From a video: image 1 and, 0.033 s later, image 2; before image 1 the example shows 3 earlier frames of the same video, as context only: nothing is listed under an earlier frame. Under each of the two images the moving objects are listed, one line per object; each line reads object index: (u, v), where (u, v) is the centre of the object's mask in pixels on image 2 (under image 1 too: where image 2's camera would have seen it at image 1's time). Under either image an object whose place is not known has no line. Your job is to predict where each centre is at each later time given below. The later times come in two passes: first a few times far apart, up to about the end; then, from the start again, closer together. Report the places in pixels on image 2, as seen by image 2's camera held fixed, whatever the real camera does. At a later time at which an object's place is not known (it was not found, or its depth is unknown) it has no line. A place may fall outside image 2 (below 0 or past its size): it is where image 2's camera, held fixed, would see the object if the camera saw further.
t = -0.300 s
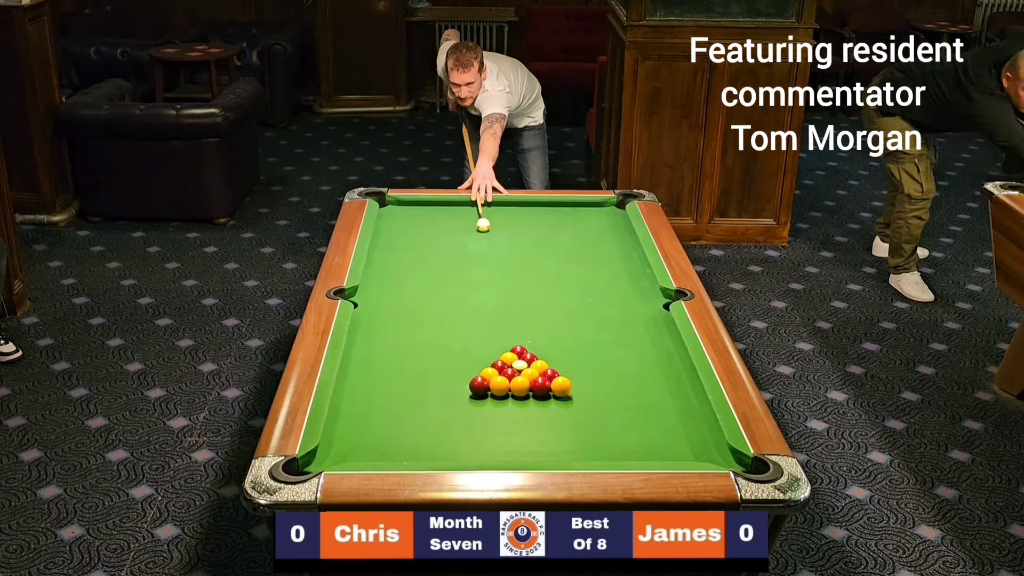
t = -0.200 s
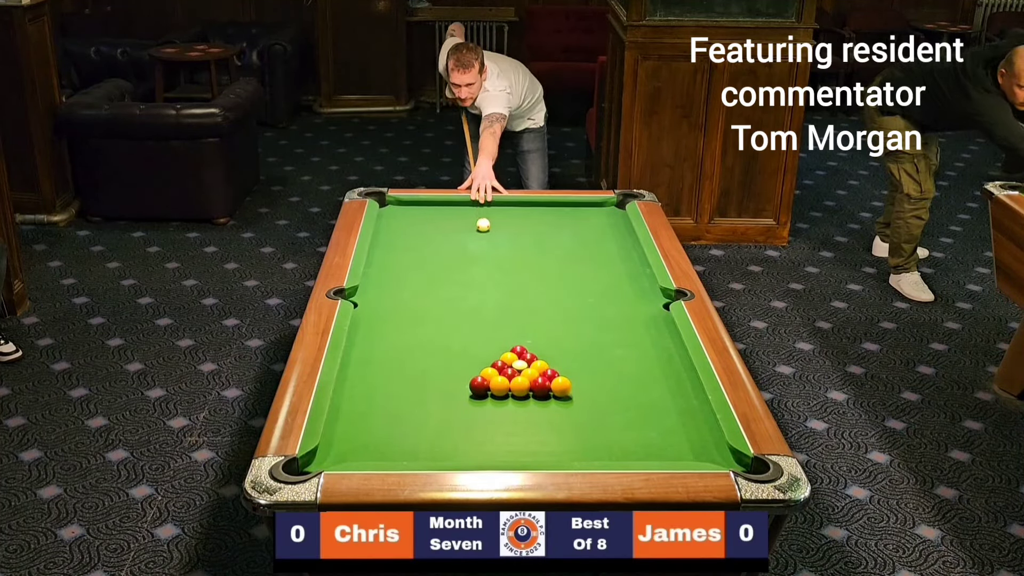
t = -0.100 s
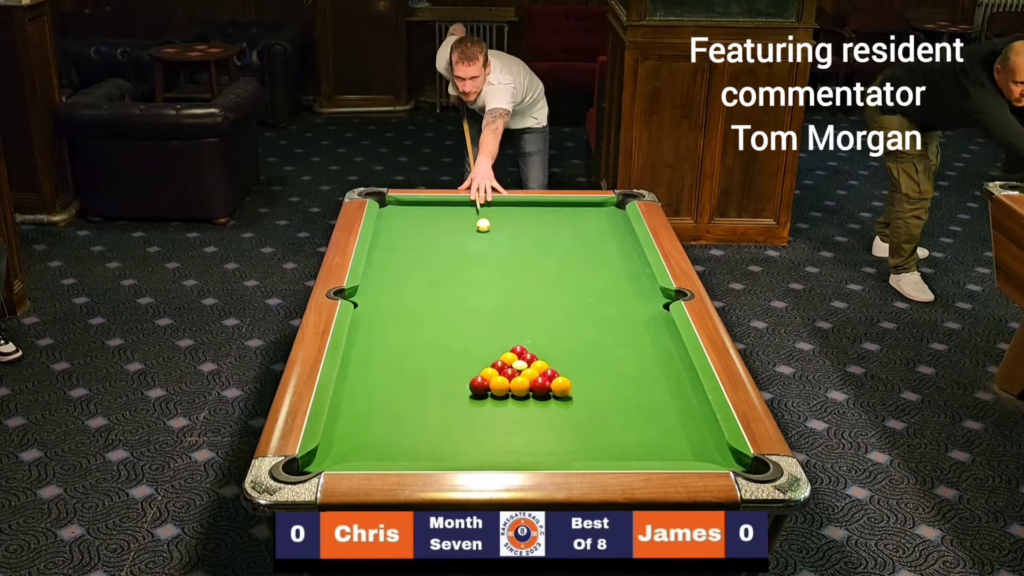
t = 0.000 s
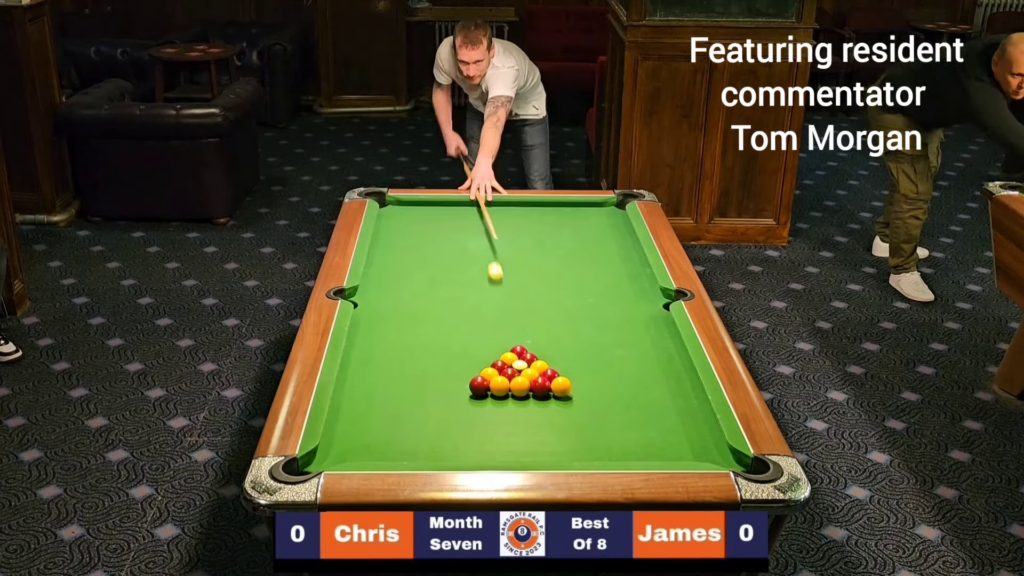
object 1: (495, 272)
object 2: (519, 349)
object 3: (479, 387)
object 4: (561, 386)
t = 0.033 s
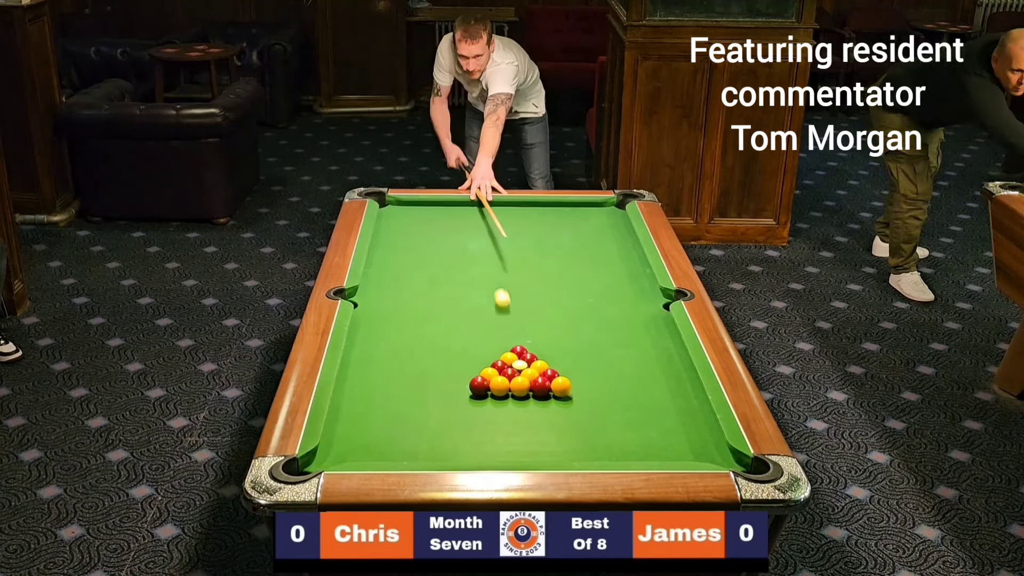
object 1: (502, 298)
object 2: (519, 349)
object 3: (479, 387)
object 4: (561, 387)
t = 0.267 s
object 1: (427, 337)
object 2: (528, 337)
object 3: (414, 436)
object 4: (694, 420)
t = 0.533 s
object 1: (378, 340)
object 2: (539, 313)
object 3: (353, 429)
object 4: (605, 333)
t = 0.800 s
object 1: (425, 350)
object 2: (549, 293)
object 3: (365, 390)
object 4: (527, 271)
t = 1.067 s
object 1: (417, 350)
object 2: (558, 275)
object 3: (401, 358)
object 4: (468, 223)
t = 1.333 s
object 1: (442, 333)
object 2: (565, 260)
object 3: (405, 348)
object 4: (405, 218)
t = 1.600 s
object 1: (465, 318)
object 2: (571, 246)
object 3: (407, 338)
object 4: (415, 246)
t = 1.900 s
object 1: (487, 302)
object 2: (577, 232)
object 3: (409, 329)
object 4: (471, 280)
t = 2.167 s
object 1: (523, 319)
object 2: (582, 222)
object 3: (410, 322)
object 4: (510, 290)
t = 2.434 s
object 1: (564, 326)
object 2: (586, 213)
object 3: (412, 317)
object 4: (543, 293)
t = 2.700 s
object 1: (603, 328)
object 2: (590, 204)
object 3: (413, 313)
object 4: (575, 295)
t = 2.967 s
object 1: (640, 330)
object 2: (596, 209)
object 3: (413, 309)
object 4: (604, 298)
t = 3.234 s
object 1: (668, 332)
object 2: (601, 215)
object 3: (415, 305)
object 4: (631, 297)
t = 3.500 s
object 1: (646, 333)
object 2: (606, 219)
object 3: (415, 305)
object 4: (654, 302)
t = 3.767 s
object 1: (626, 334)
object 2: (611, 224)
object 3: (415, 305)
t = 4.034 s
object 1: (609, 334)
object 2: (615, 227)
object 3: (415, 305)
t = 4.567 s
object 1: (582, 333)
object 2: (621, 233)
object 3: (415, 305)
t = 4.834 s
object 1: (571, 333)
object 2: (623, 235)
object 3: (415, 305)
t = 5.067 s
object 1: (564, 333)
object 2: (624, 235)
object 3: (415, 305)
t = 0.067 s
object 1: (510, 330)
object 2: (519, 351)
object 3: (479, 387)
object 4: (561, 386)
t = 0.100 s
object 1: (504, 342)
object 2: (520, 354)
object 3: (472, 391)
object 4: (579, 399)
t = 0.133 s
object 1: (488, 340)
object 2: (522, 352)
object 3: (460, 401)
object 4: (611, 421)
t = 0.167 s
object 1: (472, 340)
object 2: (523, 350)
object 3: (448, 410)
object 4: (645, 444)
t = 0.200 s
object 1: (457, 338)
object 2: (525, 343)
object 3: (436, 419)
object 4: (673, 453)
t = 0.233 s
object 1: (442, 337)
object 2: (526, 340)
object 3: (425, 428)
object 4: (684, 437)
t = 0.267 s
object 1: (427, 337)
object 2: (528, 337)
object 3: (414, 436)
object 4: (694, 420)
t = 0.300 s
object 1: (413, 336)
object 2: (529, 334)
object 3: (403, 444)
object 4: (700, 406)
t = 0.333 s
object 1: (399, 336)
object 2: (531, 331)
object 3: (392, 451)
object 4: (684, 394)
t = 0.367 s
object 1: (385, 337)
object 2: (532, 328)
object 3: (381, 456)
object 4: (668, 382)
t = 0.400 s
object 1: (372, 338)
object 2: (534, 324)
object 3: (375, 452)
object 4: (654, 371)
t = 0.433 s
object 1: (359, 339)
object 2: (535, 322)
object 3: (369, 447)
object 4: (641, 361)
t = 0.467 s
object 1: (359, 340)
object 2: (537, 319)
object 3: (364, 441)
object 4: (629, 352)
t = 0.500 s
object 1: (369, 340)
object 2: (538, 316)
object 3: (358, 435)
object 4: (617, 342)
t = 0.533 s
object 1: (378, 340)
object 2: (539, 313)
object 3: (353, 429)
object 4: (605, 333)
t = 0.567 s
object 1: (386, 341)
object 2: (541, 311)
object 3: (347, 424)
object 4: (595, 323)
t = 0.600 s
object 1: (393, 342)
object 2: (542, 308)
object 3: (342, 418)
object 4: (583, 315)
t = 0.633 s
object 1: (400, 344)
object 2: (543, 305)
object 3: (339, 413)
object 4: (573, 308)
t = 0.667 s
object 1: (406, 346)
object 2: (544, 303)
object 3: (345, 408)
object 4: (563, 300)
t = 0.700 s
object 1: (413, 347)
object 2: (546, 300)
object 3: (350, 404)
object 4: (555, 291)
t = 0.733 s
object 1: (419, 349)
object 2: (547, 298)
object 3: (355, 399)
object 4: (545, 284)
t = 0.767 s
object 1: (426, 350)
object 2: (548, 295)
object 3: (361, 394)
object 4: (536, 278)
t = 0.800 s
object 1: (425, 350)
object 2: (549, 293)
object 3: (365, 390)
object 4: (527, 271)
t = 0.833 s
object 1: (423, 350)
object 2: (550, 290)
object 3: (370, 386)
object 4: (519, 264)
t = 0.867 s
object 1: (422, 350)
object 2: (552, 288)
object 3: (375, 382)
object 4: (511, 258)
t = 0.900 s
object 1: (421, 350)
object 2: (553, 286)
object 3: (380, 378)
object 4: (503, 252)
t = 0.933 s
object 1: (420, 350)
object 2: (554, 284)
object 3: (384, 374)
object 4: (496, 246)
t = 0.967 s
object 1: (419, 350)
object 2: (555, 282)
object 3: (389, 370)
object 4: (488, 240)
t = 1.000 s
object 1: (418, 351)
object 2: (556, 280)
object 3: (393, 366)
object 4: (481, 234)
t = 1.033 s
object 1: (418, 350)
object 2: (557, 278)
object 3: (397, 362)
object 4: (474, 229)
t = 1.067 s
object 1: (417, 350)
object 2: (558, 275)
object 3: (401, 358)
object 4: (468, 223)
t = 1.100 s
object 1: (419, 349)
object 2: (559, 273)
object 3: (403, 355)
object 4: (461, 218)
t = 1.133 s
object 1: (423, 346)
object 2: (560, 271)
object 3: (402, 354)
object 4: (455, 213)
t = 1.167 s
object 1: (426, 344)
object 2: (561, 269)
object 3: (403, 353)
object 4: (449, 208)
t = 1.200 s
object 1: (430, 342)
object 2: (562, 267)
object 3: (403, 351)
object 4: (443, 203)
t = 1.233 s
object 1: (433, 340)
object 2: (562, 265)
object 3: (404, 351)
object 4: (434, 205)
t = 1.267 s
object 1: (436, 337)
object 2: (563, 264)
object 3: (404, 349)
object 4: (425, 209)
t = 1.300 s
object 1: (439, 335)
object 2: (564, 262)
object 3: (404, 349)
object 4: (415, 214)
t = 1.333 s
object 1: (442, 333)
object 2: (565, 260)
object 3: (405, 348)
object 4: (405, 218)
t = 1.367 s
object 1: (445, 331)
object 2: (566, 258)
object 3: (405, 346)
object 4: (395, 222)
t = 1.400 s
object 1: (448, 329)
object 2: (567, 256)
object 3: (405, 345)
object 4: (385, 225)
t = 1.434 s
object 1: (451, 327)
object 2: (568, 255)
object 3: (405, 344)
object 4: (384, 228)
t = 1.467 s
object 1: (454, 325)
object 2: (568, 253)
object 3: (406, 343)
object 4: (391, 232)
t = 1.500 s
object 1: (456, 323)
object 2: (569, 251)
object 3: (406, 342)
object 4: (397, 235)
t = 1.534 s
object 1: (459, 321)
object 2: (570, 249)
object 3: (406, 340)
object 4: (403, 239)
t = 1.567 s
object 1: (462, 319)
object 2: (571, 248)
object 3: (406, 340)
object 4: (409, 242)
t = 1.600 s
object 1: (465, 318)
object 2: (571, 246)
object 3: (407, 338)
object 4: (415, 246)
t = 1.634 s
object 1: (467, 316)
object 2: (572, 245)
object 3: (407, 337)
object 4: (420, 250)
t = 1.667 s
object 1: (470, 314)
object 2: (573, 243)
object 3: (407, 337)
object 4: (426, 253)
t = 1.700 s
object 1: (472, 312)
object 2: (574, 241)
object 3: (407, 335)
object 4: (432, 257)
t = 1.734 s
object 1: (475, 310)
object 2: (574, 240)
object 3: (408, 334)
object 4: (439, 261)
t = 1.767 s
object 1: (478, 309)
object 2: (575, 238)
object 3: (408, 333)
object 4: (445, 265)
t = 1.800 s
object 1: (480, 307)
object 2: (576, 237)
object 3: (408, 332)
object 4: (451, 268)
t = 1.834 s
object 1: (482, 306)
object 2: (576, 235)
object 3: (408, 331)
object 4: (458, 272)
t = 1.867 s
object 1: (485, 304)
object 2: (577, 234)
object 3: (409, 330)
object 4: (464, 276)
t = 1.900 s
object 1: (487, 302)
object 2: (577, 232)
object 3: (409, 329)
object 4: (471, 280)
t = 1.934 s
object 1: (489, 301)
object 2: (578, 231)
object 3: (409, 328)
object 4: (478, 284)
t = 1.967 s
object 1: (492, 299)
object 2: (579, 230)
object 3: (409, 327)
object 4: (484, 287)
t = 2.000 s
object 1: (496, 301)
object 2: (579, 229)
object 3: (409, 327)
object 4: (489, 289)
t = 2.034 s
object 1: (502, 305)
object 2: (580, 227)
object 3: (410, 326)
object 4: (494, 289)
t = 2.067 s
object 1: (507, 309)
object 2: (580, 226)
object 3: (410, 325)
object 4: (498, 289)
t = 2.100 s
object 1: (513, 313)
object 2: (581, 225)
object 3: (410, 324)
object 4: (502, 289)
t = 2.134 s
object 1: (518, 316)
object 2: (582, 223)
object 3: (410, 323)
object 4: (506, 290)
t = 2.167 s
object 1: (523, 319)
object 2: (582, 222)
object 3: (410, 322)
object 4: (510, 290)
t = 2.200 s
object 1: (527, 319)
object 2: (583, 221)
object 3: (410, 321)
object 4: (515, 290)
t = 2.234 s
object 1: (533, 321)
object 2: (583, 220)
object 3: (411, 321)
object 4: (519, 290)
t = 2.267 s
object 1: (540, 323)
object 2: (584, 218)
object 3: (411, 320)
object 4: (523, 291)
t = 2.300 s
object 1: (544, 325)
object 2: (584, 217)
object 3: (411, 319)
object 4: (527, 291)
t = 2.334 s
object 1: (549, 325)
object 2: (585, 216)
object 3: (411, 318)
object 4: (531, 292)
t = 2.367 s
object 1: (554, 325)
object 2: (585, 215)
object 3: (411, 318)
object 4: (536, 292)
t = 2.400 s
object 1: (559, 326)
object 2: (586, 214)
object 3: (411, 318)
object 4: (539, 292)
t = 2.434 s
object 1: (564, 326)
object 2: (586, 213)
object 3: (412, 317)
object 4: (543, 293)
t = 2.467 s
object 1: (569, 326)
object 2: (587, 212)
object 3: (412, 316)
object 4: (547, 293)
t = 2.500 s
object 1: (574, 327)
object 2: (587, 210)
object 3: (412, 315)
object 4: (551, 293)
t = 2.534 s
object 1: (579, 327)
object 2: (588, 209)
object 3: (412, 315)
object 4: (555, 293)
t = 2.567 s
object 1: (584, 327)
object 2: (588, 208)
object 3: (412, 315)
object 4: (559, 294)
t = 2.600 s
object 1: (589, 328)
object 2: (588, 207)
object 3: (412, 314)
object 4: (563, 294)
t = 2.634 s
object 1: (594, 328)
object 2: (589, 206)
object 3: (412, 313)
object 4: (567, 294)
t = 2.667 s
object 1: (598, 328)
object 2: (589, 205)
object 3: (413, 313)
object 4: (571, 295)
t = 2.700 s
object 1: (603, 328)
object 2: (590, 204)
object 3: (413, 313)
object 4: (575, 295)
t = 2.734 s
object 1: (608, 329)
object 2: (591, 205)
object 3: (413, 312)
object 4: (578, 295)
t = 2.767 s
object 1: (613, 329)
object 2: (591, 205)
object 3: (413, 312)
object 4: (582, 296)
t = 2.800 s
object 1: (617, 329)
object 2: (592, 206)
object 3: (413, 311)
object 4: (586, 296)
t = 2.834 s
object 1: (622, 329)
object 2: (593, 206)
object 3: (413, 311)
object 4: (589, 297)
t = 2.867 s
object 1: (626, 330)
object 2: (594, 207)
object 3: (413, 310)
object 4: (593, 297)
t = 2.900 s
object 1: (631, 330)
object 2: (594, 208)
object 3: (413, 310)
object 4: (597, 297)
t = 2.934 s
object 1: (635, 330)
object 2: (595, 208)
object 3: (413, 309)
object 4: (600, 297)
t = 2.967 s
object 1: (640, 330)
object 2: (596, 209)
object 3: (413, 309)
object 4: (604, 298)
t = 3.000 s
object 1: (644, 331)
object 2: (596, 210)
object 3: (413, 308)
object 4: (607, 298)
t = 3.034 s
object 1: (648, 331)
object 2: (597, 211)
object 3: (414, 308)
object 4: (610, 298)
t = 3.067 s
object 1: (652, 331)
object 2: (598, 211)
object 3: (414, 307)
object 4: (614, 299)
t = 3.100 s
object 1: (657, 331)
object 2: (599, 212)
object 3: (414, 307)
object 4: (617, 299)
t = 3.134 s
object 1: (661, 331)
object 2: (599, 213)
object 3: (414, 306)
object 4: (620, 298)
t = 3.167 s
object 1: (665, 331)
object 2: (600, 213)
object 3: (414, 306)
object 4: (622, 298)
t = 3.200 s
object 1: (669, 331)
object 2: (601, 214)
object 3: (415, 306)
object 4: (626, 297)
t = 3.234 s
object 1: (668, 332)
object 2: (601, 215)
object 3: (415, 305)
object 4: (631, 297)
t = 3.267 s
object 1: (665, 332)
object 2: (602, 215)
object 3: (415, 305)
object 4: (634, 298)
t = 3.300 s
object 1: (662, 332)
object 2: (602, 216)
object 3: (415, 305)
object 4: (638, 299)
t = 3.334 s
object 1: (659, 332)
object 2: (603, 216)
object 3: (415, 305)
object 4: (640, 300)
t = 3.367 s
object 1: (657, 332)
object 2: (604, 217)
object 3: (415, 305)
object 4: (643, 301)
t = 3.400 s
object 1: (654, 333)
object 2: (604, 218)
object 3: (415, 305)
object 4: (646, 302)
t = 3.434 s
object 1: (651, 332)
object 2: (605, 218)
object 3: (415, 305)
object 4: (649, 302)
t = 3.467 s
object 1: (648, 333)
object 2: (606, 219)
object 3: (415, 305)
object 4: (652, 302)
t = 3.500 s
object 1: (646, 333)
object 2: (606, 219)
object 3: (415, 305)
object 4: (654, 302)
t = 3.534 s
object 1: (643, 333)
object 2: (607, 220)
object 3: (415, 305)
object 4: (657, 302)
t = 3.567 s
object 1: (641, 333)
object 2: (608, 221)
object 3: (415, 305)
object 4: (660, 303)
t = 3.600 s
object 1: (638, 333)
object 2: (608, 221)
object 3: (415, 305)
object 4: (663, 303)
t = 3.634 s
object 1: (636, 334)
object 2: (609, 221)
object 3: (415, 305)
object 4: (665, 303)
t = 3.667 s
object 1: (633, 333)
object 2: (609, 222)
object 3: (415, 305)
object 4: (667, 302)
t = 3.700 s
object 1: (631, 334)
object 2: (610, 222)
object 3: (415, 305)
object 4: (668, 301)
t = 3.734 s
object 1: (628, 333)
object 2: (611, 223)
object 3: (415, 305)
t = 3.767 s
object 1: (626, 334)
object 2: (611, 224)
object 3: (415, 305)
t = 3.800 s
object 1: (624, 334)
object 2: (612, 224)
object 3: (415, 305)
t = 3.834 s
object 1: (621, 334)
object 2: (612, 225)
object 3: (415, 305)
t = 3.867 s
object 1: (619, 334)
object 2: (613, 225)
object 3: (415, 305)
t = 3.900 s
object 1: (617, 334)
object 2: (613, 225)
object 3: (415, 305)
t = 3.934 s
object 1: (615, 334)
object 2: (613, 226)
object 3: (415, 305)
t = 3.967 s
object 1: (613, 334)
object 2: (614, 226)
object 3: (415, 305)
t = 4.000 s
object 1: (611, 334)
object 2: (614, 227)
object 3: (415, 305)
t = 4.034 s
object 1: (609, 334)
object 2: (615, 227)
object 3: (415, 305)
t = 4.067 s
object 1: (606, 334)
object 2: (615, 228)
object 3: (415, 305)
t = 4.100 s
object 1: (605, 334)
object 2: (616, 228)
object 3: (415, 305)
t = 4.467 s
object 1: (586, 333)
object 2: (620, 232)
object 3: (415, 305)
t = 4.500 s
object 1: (584, 333)
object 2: (621, 232)
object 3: (415, 305)
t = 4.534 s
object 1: (583, 333)
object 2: (621, 232)
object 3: (415, 305)
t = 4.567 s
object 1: (582, 333)
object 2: (621, 233)
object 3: (415, 305)
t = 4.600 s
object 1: (580, 333)
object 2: (622, 233)
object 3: (415, 305)
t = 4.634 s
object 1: (579, 333)
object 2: (622, 233)
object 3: (415, 305)
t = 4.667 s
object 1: (577, 333)
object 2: (622, 233)
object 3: (415, 305)
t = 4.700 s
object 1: (576, 333)
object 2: (622, 234)
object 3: (415, 305)
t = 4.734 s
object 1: (575, 333)
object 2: (622, 234)
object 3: (415, 305)
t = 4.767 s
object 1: (573, 333)
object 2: (623, 234)
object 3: (415, 305)
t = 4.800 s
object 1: (572, 333)
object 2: (623, 234)
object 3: (415, 305)
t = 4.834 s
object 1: (571, 333)
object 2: (623, 235)
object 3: (415, 305)
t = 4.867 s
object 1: (570, 333)
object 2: (623, 235)
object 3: (415, 305)
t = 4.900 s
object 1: (569, 333)
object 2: (623, 235)
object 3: (415, 305)
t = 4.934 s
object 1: (568, 333)
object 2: (623, 235)
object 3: (415, 305)
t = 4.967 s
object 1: (567, 333)
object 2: (624, 235)
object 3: (415, 305)
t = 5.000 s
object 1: (566, 333)
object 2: (624, 235)
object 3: (415, 305)
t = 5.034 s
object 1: (565, 333)
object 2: (624, 235)
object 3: (415, 305)
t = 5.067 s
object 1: (564, 333)
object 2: (624, 235)
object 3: (415, 305)
